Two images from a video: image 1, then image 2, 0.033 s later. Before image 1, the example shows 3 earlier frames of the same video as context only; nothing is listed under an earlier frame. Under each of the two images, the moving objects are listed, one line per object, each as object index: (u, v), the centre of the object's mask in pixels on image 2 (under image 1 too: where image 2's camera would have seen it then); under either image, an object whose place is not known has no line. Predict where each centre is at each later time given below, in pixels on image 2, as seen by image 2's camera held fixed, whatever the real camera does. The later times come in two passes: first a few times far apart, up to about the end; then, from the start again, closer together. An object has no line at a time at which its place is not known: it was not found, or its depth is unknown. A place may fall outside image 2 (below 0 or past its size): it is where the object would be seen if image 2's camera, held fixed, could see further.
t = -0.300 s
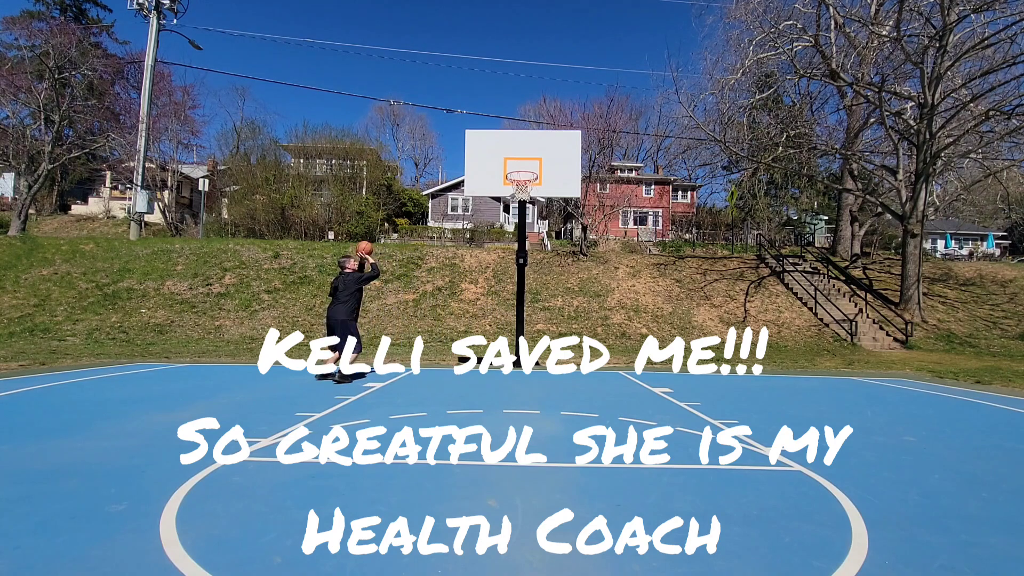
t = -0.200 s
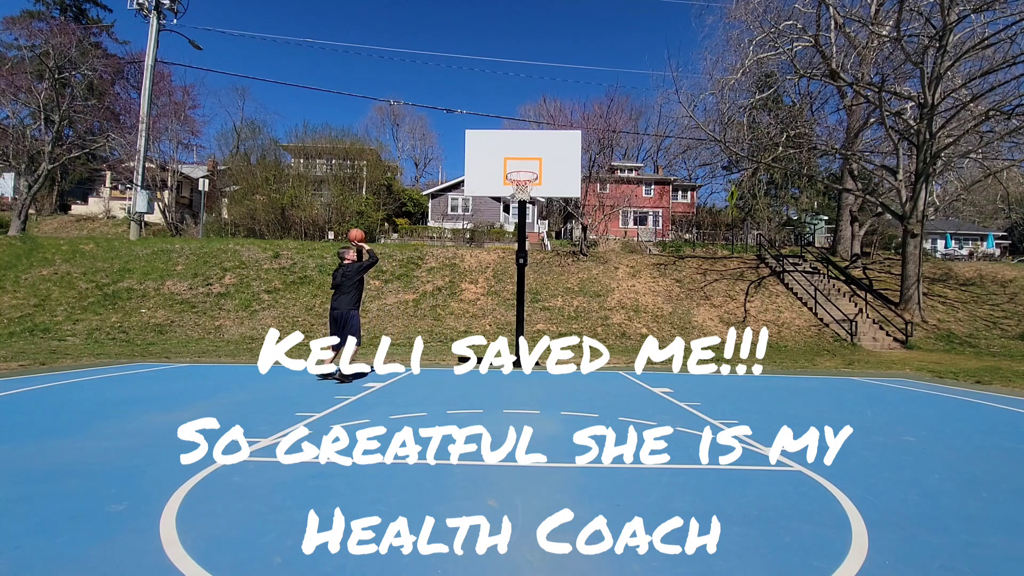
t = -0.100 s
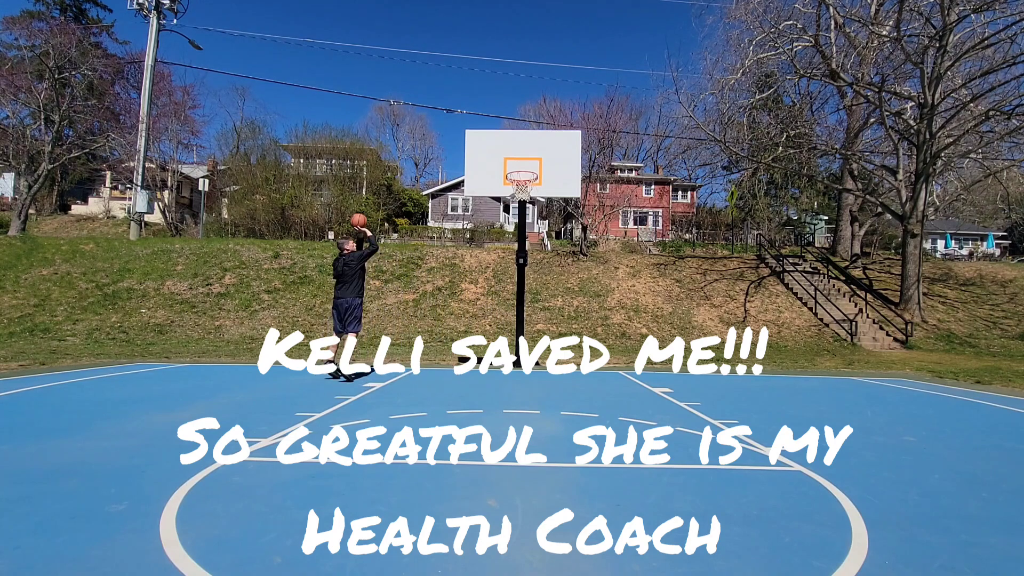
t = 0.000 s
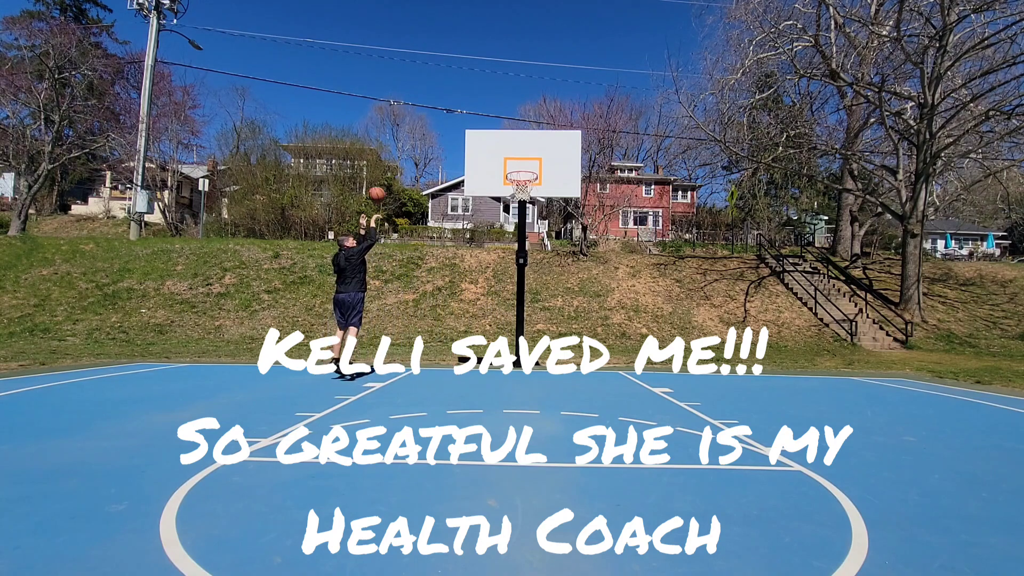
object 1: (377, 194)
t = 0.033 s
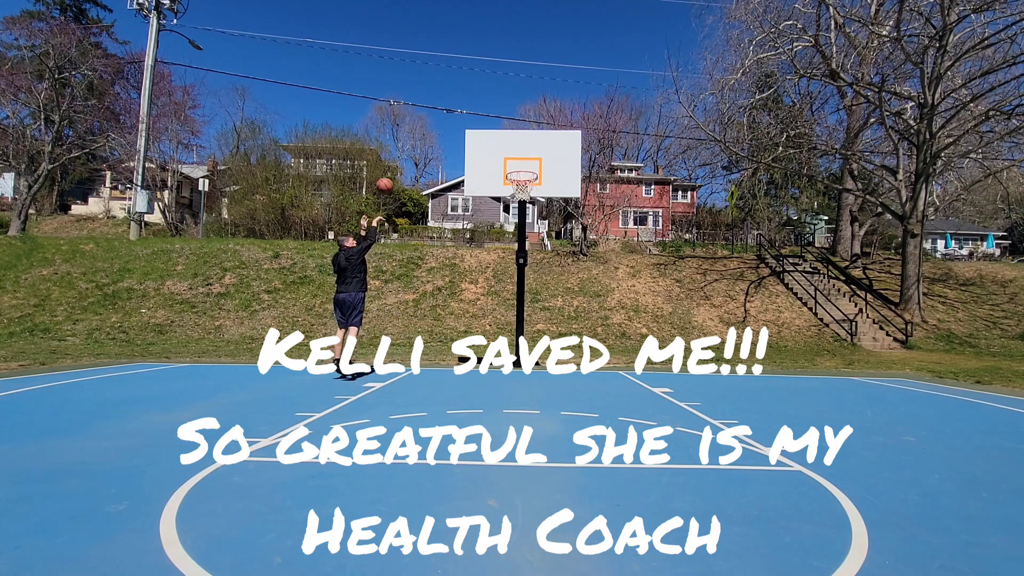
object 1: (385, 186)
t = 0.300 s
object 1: (444, 143)
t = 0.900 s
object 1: (527, 175)
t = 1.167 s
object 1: (512, 180)
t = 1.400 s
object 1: (517, 203)
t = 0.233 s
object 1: (434, 147)
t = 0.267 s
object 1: (440, 144)
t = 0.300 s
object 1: (444, 143)
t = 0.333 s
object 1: (451, 141)
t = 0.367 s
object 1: (461, 139)
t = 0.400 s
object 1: (468, 139)
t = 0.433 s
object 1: (471, 139)
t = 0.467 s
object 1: (477, 139)
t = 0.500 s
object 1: (481, 140)
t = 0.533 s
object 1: (485, 141)
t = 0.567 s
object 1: (489, 143)
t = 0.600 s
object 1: (492, 145)
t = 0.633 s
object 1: (497, 150)
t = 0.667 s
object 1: (501, 154)
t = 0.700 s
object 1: (504, 158)
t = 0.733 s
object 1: (506, 161)
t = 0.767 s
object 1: (509, 167)
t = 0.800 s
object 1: (516, 171)
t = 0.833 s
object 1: (520, 172)
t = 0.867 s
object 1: (522, 173)
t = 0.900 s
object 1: (527, 175)
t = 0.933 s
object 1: (529, 177)
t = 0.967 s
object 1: (528, 177)
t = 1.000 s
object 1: (522, 180)
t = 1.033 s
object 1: (520, 181)
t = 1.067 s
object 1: (518, 181)
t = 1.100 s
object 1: (515, 181)
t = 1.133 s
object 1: (513, 181)
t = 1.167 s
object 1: (512, 180)
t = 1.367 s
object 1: (515, 196)
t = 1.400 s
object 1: (517, 203)
